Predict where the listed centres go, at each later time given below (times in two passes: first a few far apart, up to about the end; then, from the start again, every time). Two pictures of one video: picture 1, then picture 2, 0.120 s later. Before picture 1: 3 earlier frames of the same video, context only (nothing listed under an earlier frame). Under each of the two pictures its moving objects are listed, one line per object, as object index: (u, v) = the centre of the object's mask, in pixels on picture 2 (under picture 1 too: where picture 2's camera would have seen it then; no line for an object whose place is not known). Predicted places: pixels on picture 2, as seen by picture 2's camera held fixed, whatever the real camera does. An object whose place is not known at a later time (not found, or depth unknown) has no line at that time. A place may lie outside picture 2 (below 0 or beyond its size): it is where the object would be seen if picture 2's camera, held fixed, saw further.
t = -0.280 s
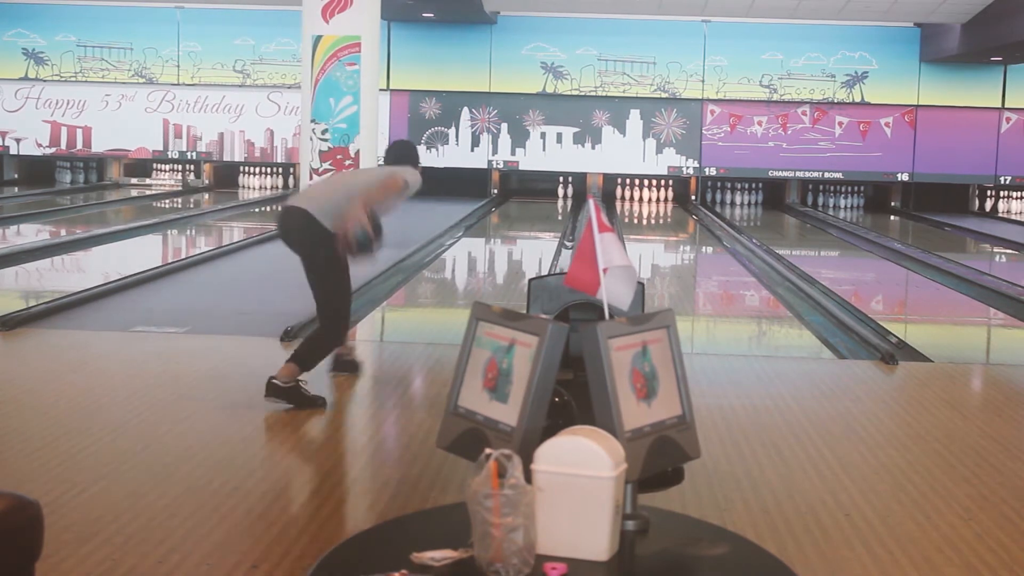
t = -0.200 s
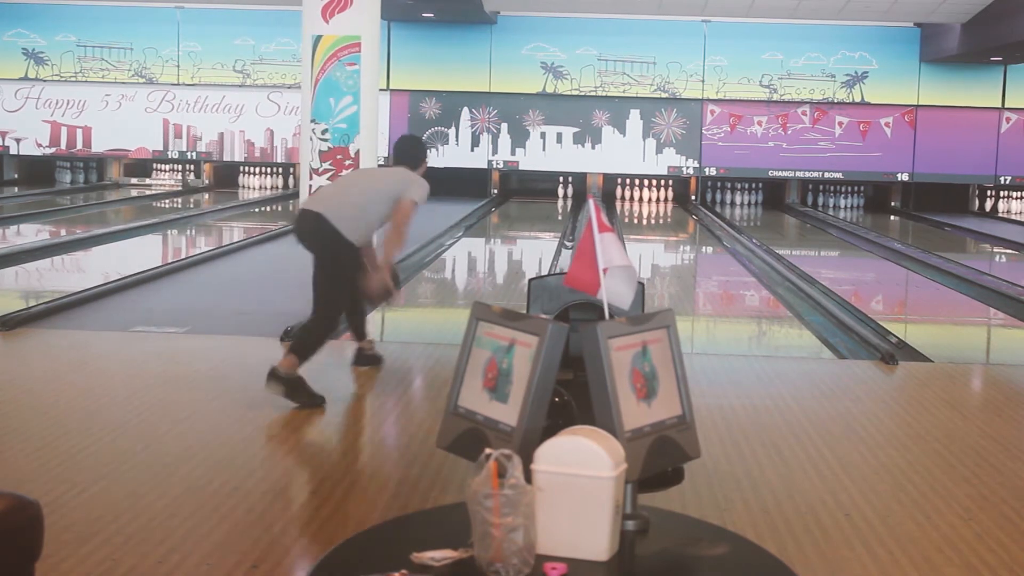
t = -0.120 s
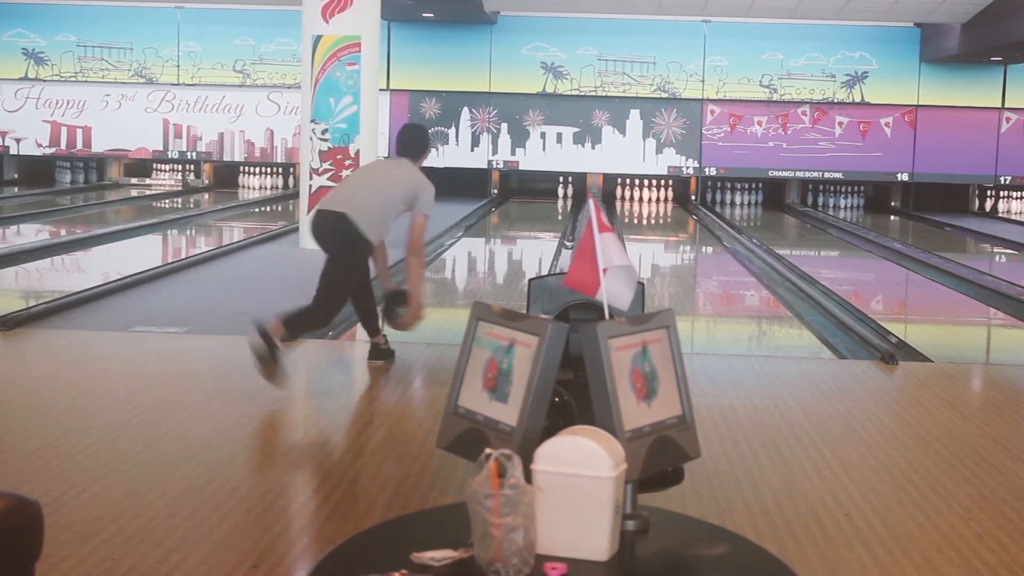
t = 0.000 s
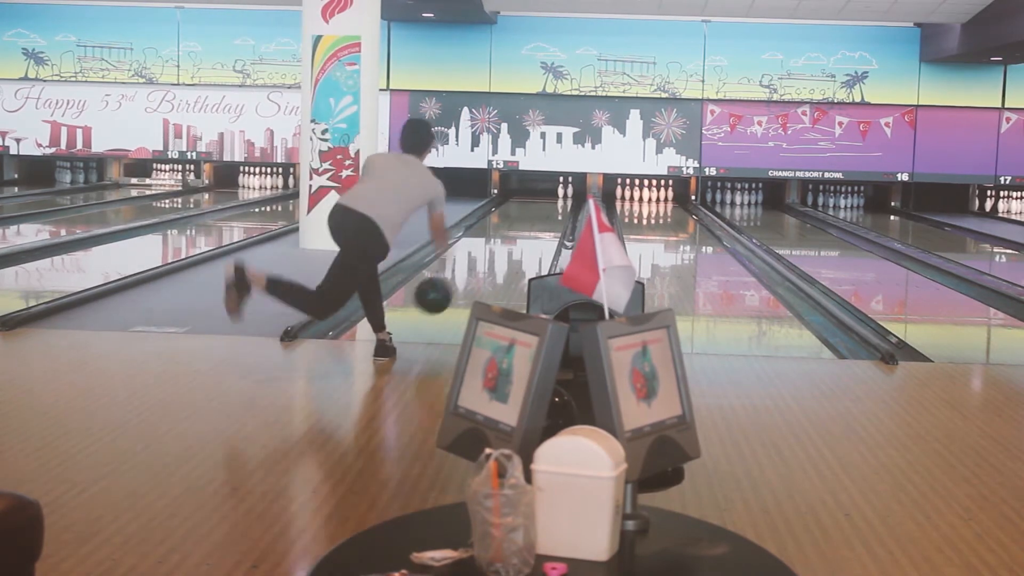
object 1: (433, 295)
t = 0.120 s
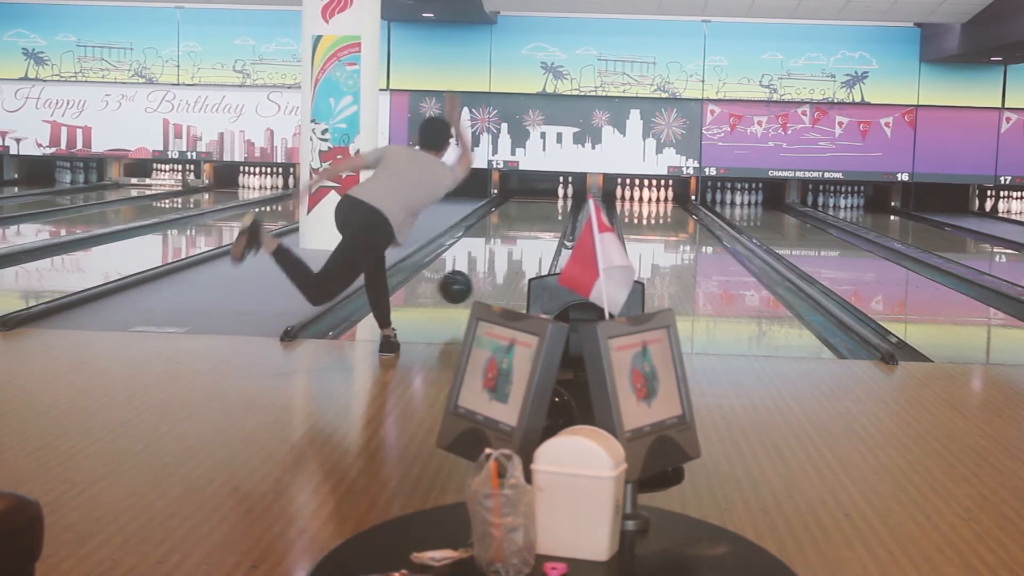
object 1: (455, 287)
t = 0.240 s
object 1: (474, 287)
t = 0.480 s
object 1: (501, 264)
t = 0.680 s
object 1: (519, 249)
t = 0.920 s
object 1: (535, 234)
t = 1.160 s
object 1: (547, 224)
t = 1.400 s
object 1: (556, 214)
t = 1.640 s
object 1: (561, 207)
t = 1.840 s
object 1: (565, 202)
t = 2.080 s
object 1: (566, 197)
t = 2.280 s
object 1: (566, 193)
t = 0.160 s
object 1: (462, 289)
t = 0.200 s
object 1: (468, 292)
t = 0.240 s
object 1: (474, 287)
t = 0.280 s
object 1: (479, 282)
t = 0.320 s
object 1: (484, 280)
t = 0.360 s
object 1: (489, 275)
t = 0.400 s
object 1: (494, 271)
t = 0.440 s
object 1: (498, 267)
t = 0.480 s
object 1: (501, 264)
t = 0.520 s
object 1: (506, 260)
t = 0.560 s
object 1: (509, 257)
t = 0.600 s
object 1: (513, 255)
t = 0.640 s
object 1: (516, 252)
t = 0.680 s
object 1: (519, 249)
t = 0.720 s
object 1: (522, 246)
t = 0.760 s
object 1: (525, 244)
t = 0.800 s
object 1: (527, 241)
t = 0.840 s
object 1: (530, 239)
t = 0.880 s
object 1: (532, 237)
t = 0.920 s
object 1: (535, 234)
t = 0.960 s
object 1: (537, 232)
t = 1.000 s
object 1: (539, 231)
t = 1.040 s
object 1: (541, 229)
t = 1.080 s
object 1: (543, 227)
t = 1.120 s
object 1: (545, 225)
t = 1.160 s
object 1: (547, 224)
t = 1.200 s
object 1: (548, 222)
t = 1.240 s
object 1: (550, 221)
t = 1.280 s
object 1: (551, 219)
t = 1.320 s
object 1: (553, 217)
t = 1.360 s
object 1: (554, 216)
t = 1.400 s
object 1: (556, 214)
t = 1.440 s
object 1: (557, 213)
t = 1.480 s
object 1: (558, 212)
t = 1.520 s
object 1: (559, 210)
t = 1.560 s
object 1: (560, 209)
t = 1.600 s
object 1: (561, 208)
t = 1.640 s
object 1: (561, 207)
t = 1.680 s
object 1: (562, 206)
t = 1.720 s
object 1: (563, 205)
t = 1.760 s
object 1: (563, 204)
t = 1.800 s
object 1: (565, 203)
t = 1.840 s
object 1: (565, 202)
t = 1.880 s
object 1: (565, 201)
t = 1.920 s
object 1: (565, 200)
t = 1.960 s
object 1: (565, 199)
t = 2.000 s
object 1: (566, 198)
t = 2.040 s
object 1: (566, 197)
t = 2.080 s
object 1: (566, 197)
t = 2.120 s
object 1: (566, 196)
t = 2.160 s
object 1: (566, 195)
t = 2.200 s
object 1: (566, 195)
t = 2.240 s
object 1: (566, 194)
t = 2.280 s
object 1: (566, 193)
